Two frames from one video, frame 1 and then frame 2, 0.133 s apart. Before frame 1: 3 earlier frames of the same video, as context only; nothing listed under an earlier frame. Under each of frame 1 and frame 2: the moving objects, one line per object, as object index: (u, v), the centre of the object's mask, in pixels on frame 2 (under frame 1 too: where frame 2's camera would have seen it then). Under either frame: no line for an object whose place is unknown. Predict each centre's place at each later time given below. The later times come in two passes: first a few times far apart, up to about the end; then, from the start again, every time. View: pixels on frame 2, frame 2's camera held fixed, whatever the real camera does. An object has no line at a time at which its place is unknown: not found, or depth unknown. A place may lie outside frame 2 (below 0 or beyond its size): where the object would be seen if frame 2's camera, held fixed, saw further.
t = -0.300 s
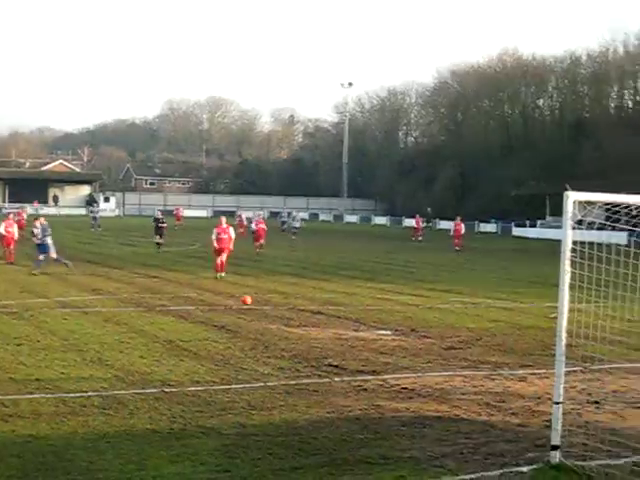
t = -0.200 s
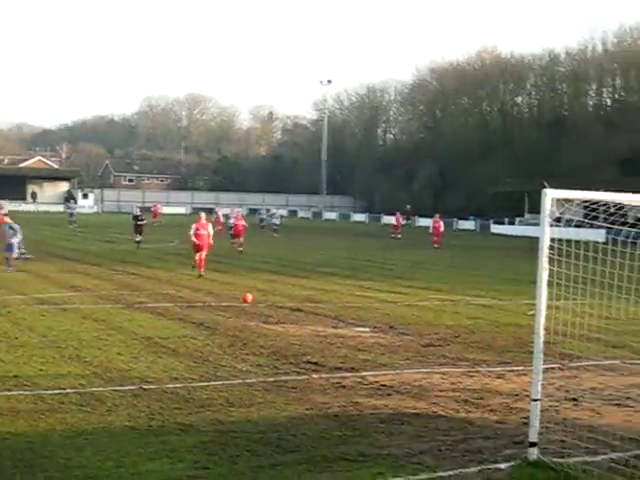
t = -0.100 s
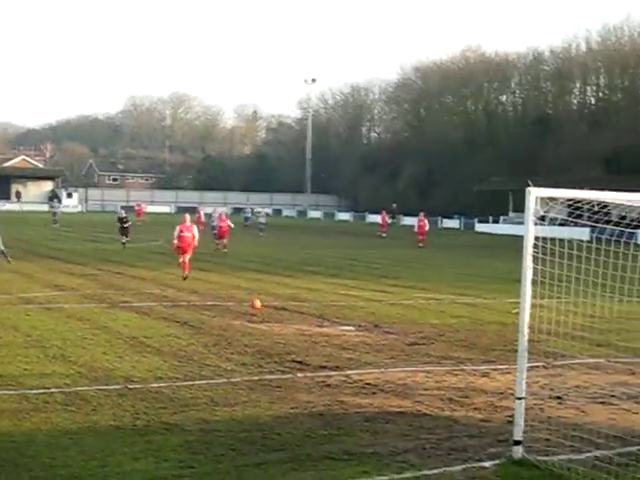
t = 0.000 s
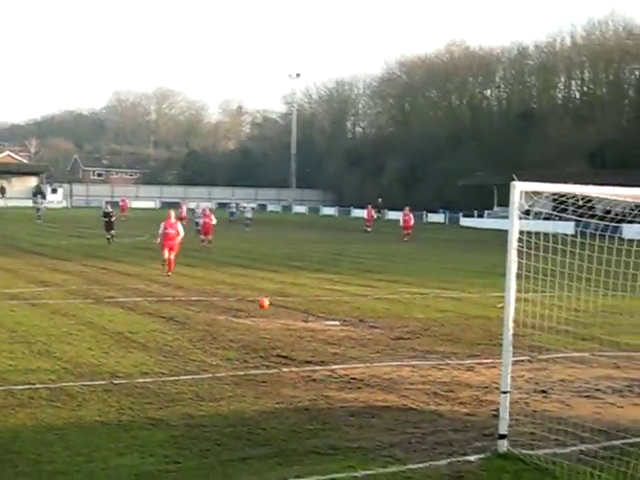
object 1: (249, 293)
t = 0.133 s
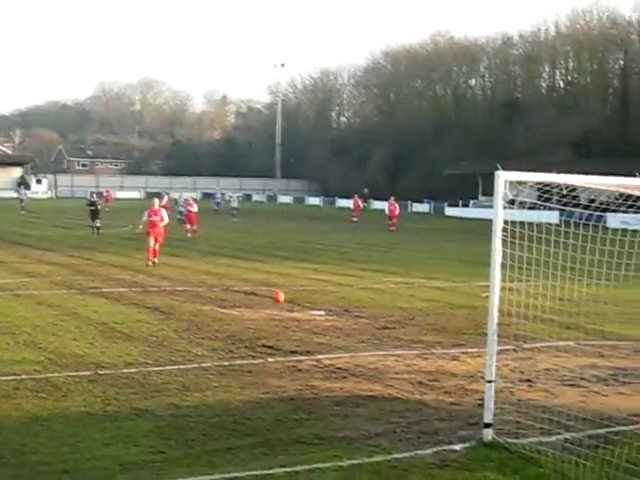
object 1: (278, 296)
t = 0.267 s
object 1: (311, 306)
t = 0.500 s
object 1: (369, 318)
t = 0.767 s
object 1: (443, 330)
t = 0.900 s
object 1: (480, 336)
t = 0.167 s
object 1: (286, 299)
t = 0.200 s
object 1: (294, 303)
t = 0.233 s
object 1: (302, 306)
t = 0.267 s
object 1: (311, 306)
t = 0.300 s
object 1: (318, 307)
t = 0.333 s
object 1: (327, 307)
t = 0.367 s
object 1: (335, 308)
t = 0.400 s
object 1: (343, 310)
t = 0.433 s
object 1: (352, 313)
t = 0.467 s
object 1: (360, 316)
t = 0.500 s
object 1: (369, 318)
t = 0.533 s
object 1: (378, 320)
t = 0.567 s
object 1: (387, 322)
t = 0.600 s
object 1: (396, 322)
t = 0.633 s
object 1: (404, 323)
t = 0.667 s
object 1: (414, 326)
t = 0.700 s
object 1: (423, 327)
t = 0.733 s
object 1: (434, 329)
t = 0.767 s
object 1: (443, 330)
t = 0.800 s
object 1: (452, 330)
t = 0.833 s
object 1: (464, 331)
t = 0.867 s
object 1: (473, 333)
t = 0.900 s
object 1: (480, 336)
